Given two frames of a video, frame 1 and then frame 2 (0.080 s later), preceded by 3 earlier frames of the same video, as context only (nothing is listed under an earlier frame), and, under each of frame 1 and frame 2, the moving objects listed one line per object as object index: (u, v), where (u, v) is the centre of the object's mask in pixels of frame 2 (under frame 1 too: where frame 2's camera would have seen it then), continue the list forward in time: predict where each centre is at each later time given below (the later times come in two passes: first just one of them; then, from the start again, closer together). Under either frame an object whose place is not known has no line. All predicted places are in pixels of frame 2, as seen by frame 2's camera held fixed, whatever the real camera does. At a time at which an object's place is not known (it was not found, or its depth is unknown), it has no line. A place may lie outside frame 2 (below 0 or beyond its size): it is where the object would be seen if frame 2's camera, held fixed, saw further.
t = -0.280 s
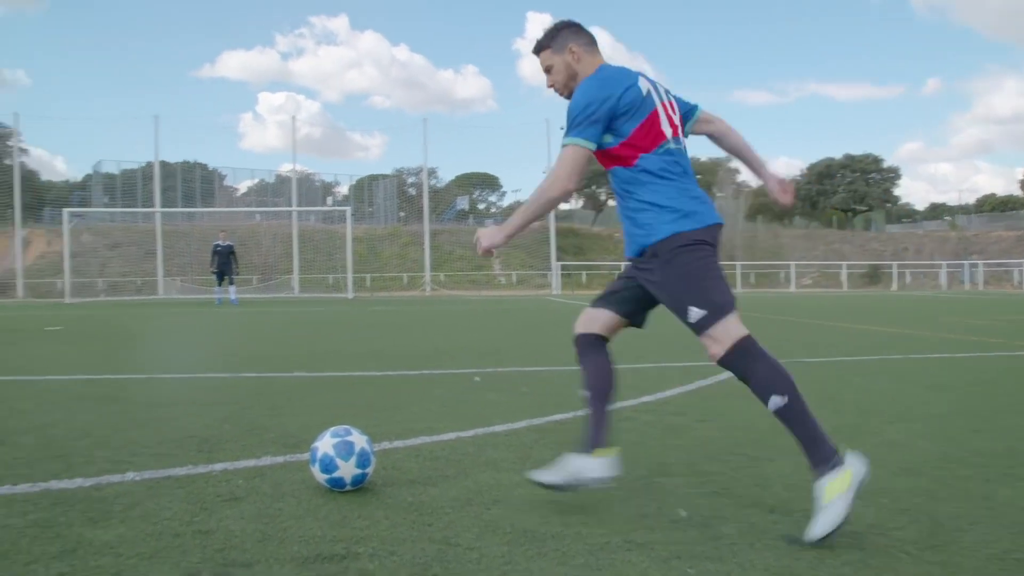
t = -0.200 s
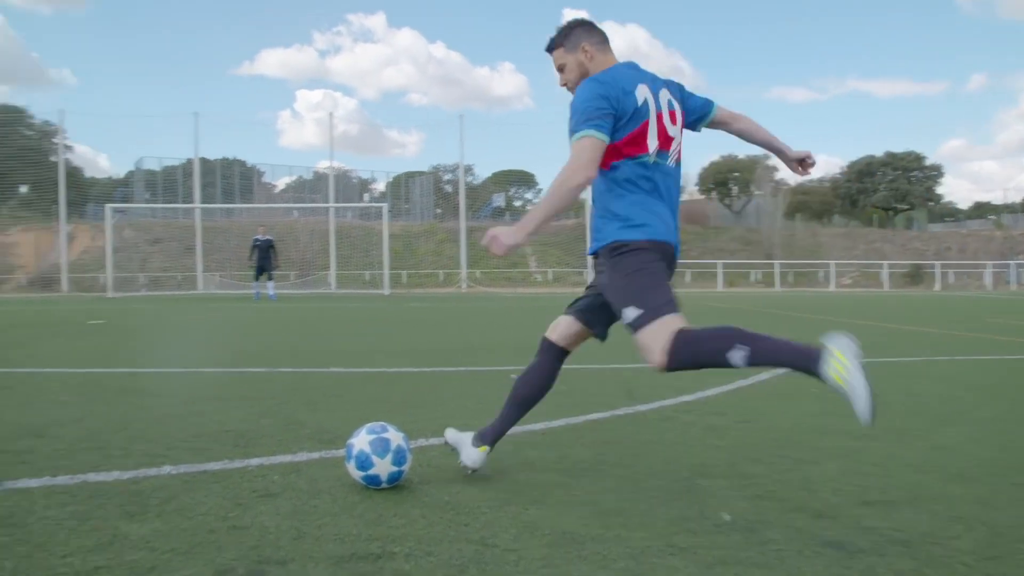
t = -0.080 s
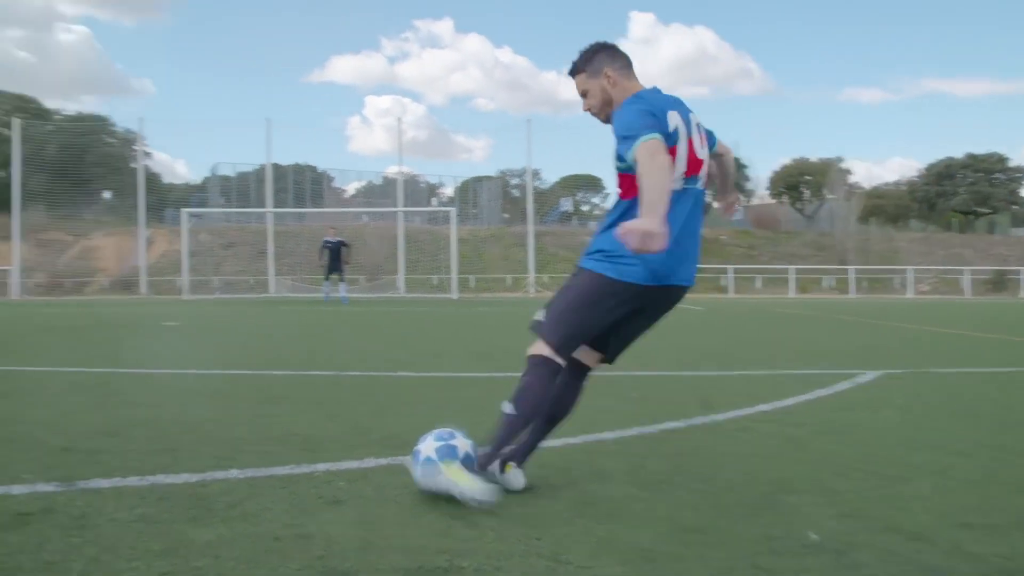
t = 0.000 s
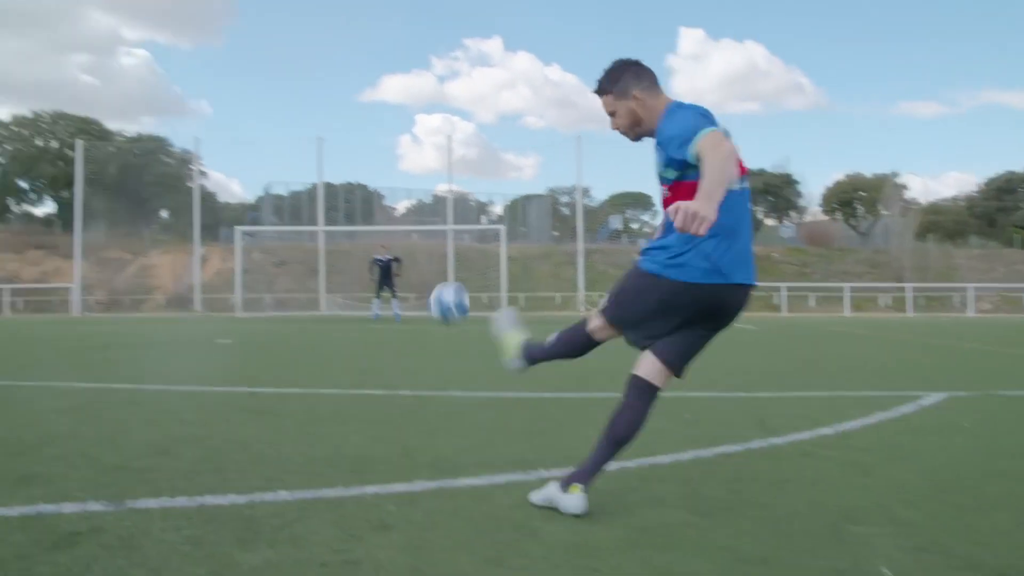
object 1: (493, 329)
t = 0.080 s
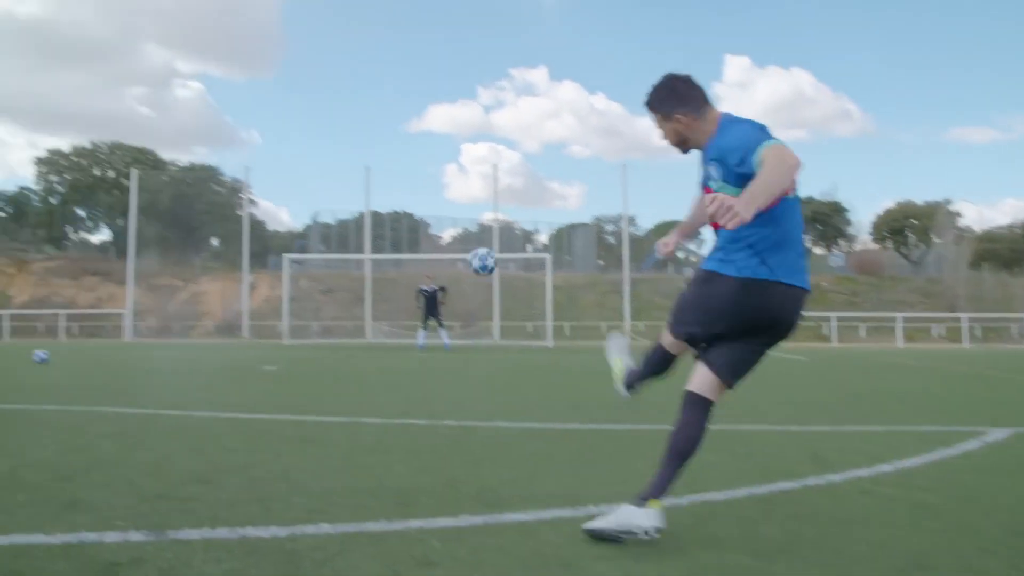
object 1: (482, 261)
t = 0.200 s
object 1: (485, 227)
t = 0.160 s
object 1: (484, 235)
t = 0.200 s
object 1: (485, 227)
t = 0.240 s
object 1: (488, 224)
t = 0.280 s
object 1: (490, 223)
